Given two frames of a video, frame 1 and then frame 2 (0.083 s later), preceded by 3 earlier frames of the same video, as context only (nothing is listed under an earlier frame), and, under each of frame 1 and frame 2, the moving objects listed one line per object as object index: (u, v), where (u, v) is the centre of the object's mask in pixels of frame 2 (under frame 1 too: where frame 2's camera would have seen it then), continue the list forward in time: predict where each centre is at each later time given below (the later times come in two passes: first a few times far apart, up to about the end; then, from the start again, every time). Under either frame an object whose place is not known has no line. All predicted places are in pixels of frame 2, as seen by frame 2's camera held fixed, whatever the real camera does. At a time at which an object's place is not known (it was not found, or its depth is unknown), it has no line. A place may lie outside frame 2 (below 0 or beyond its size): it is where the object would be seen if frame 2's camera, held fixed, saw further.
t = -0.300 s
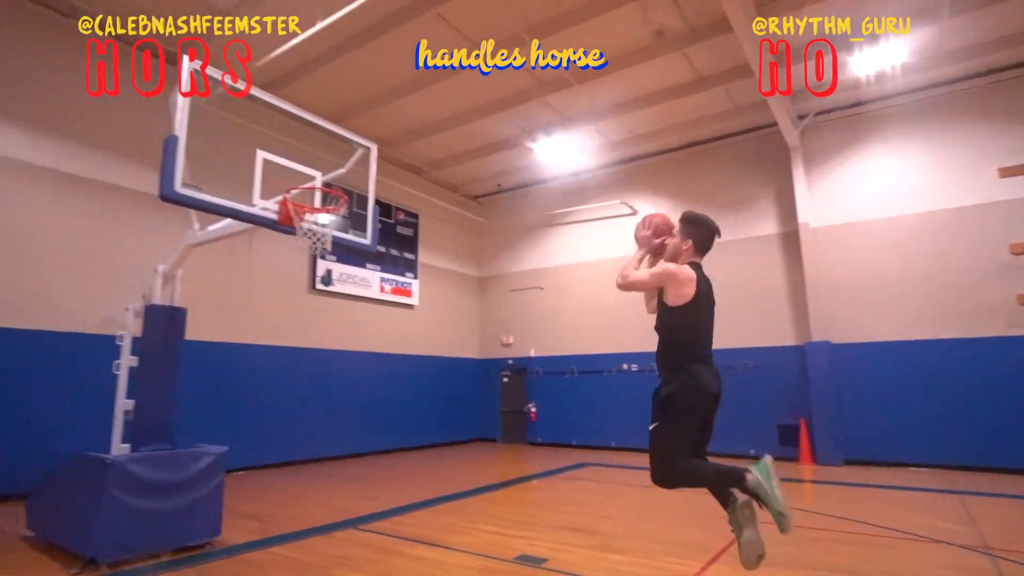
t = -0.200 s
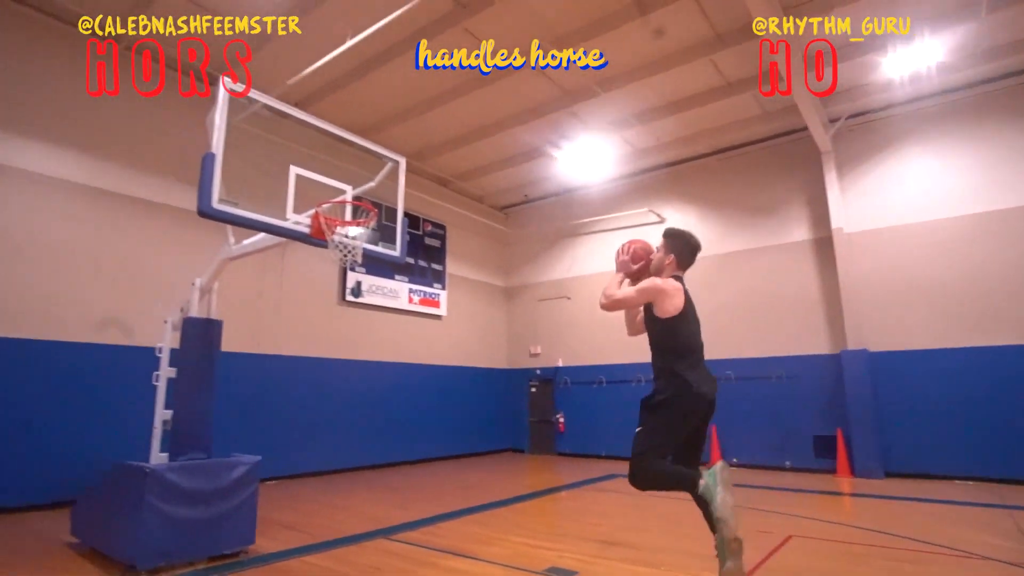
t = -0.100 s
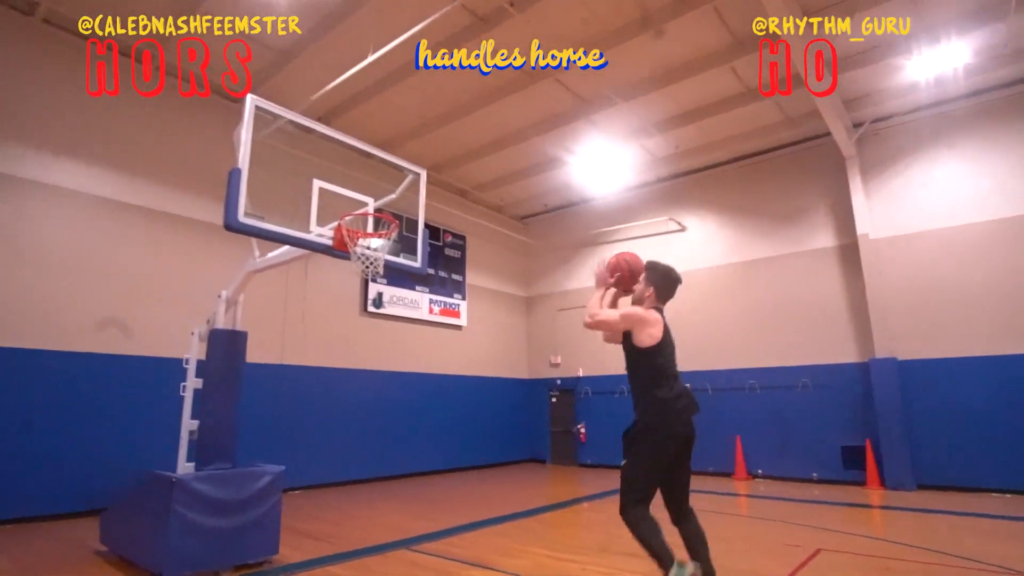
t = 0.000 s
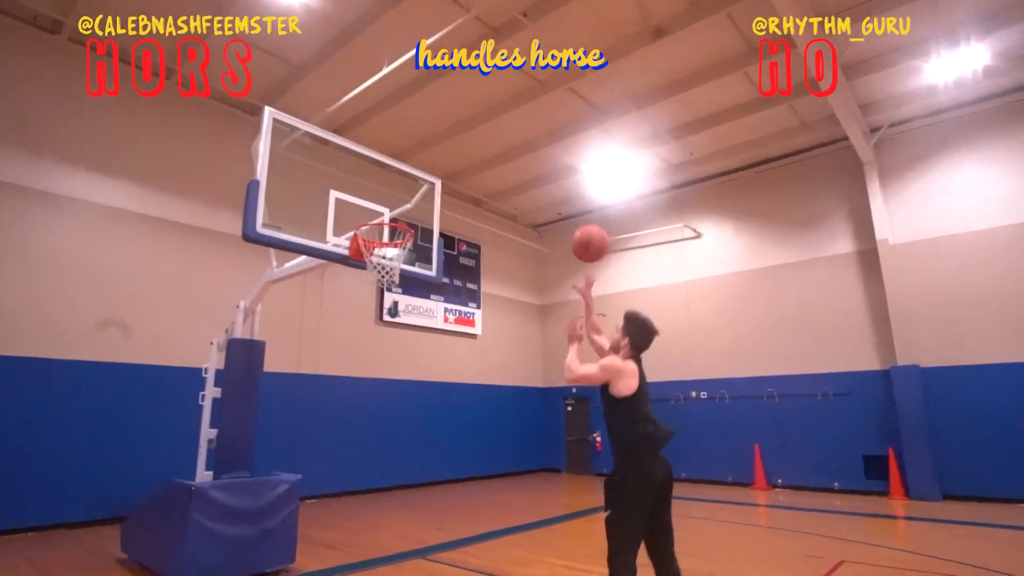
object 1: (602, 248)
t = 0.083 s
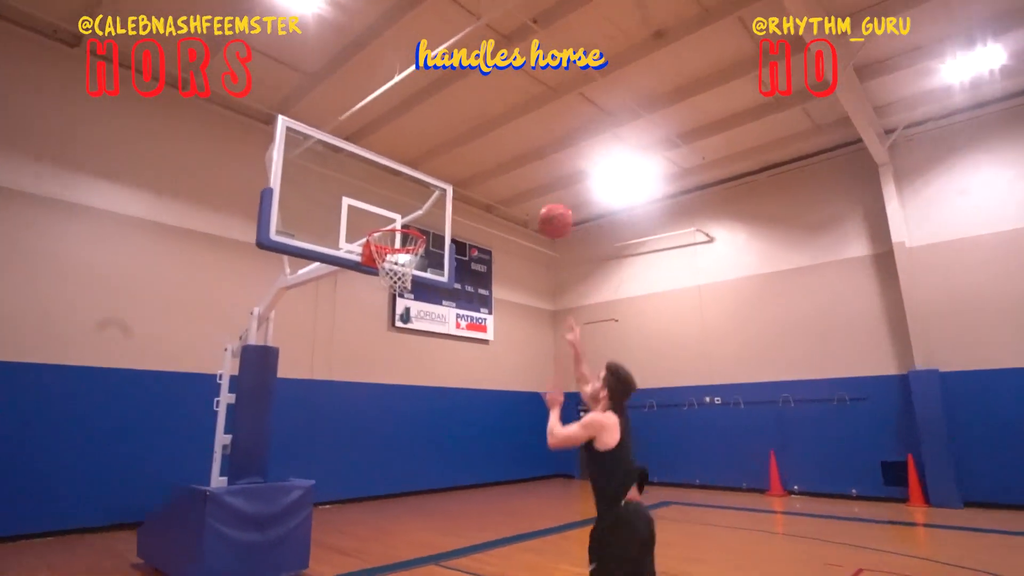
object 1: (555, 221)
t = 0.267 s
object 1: (470, 199)
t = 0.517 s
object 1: (376, 226)
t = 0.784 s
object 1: (404, 213)
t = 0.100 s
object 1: (547, 217)
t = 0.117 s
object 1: (539, 214)
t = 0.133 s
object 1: (531, 210)
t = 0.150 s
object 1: (522, 208)
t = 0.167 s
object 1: (514, 205)
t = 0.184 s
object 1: (506, 203)
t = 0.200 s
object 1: (499, 202)
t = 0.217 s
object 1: (492, 200)
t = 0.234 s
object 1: (484, 200)
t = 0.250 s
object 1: (477, 200)
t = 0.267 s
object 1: (470, 199)
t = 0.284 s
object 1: (464, 200)
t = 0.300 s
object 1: (457, 200)
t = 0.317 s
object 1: (450, 201)
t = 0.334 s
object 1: (443, 202)
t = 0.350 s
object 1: (437, 204)
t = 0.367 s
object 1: (431, 205)
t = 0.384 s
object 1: (425, 208)
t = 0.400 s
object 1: (419, 210)
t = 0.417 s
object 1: (413, 212)
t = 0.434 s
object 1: (407, 215)
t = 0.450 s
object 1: (401, 217)
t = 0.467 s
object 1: (395, 219)
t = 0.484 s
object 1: (390, 223)
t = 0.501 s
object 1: (384, 227)
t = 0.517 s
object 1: (376, 226)
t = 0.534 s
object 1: (376, 225)
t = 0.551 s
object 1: (378, 223)
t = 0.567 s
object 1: (381, 222)
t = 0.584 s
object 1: (383, 221)
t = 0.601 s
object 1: (385, 218)
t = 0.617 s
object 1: (387, 216)
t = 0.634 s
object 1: (389, 215)
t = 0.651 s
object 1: (390, 215)
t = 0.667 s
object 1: (392, 213)
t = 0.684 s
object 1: (394, 212)
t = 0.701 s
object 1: (396, 212)
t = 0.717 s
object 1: (398, 211)
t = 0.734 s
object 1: (399, 211)
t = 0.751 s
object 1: (401, 211)
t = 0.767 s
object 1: (402, 212)
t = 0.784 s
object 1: (404, 213)
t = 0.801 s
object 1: (406, 214)
